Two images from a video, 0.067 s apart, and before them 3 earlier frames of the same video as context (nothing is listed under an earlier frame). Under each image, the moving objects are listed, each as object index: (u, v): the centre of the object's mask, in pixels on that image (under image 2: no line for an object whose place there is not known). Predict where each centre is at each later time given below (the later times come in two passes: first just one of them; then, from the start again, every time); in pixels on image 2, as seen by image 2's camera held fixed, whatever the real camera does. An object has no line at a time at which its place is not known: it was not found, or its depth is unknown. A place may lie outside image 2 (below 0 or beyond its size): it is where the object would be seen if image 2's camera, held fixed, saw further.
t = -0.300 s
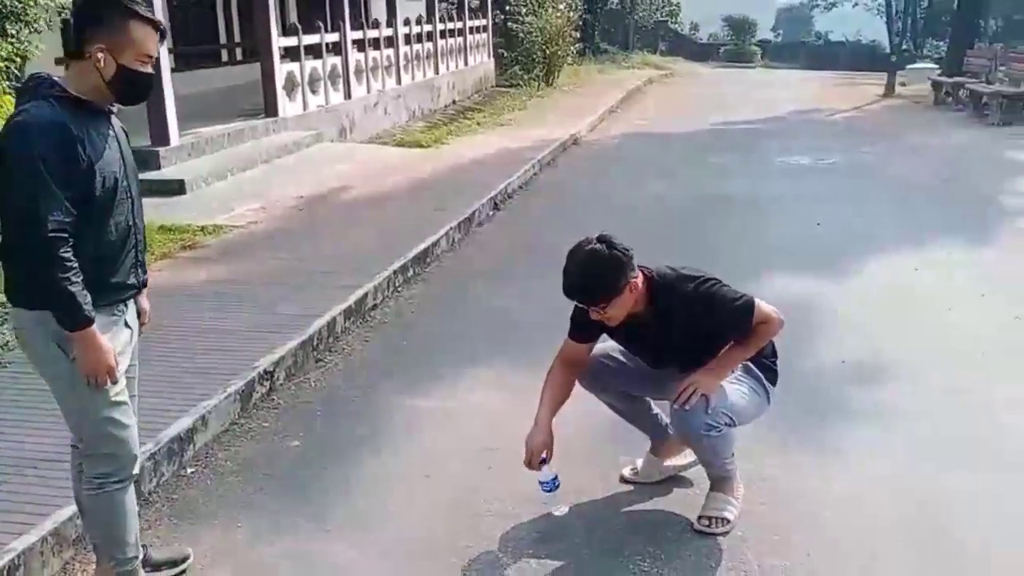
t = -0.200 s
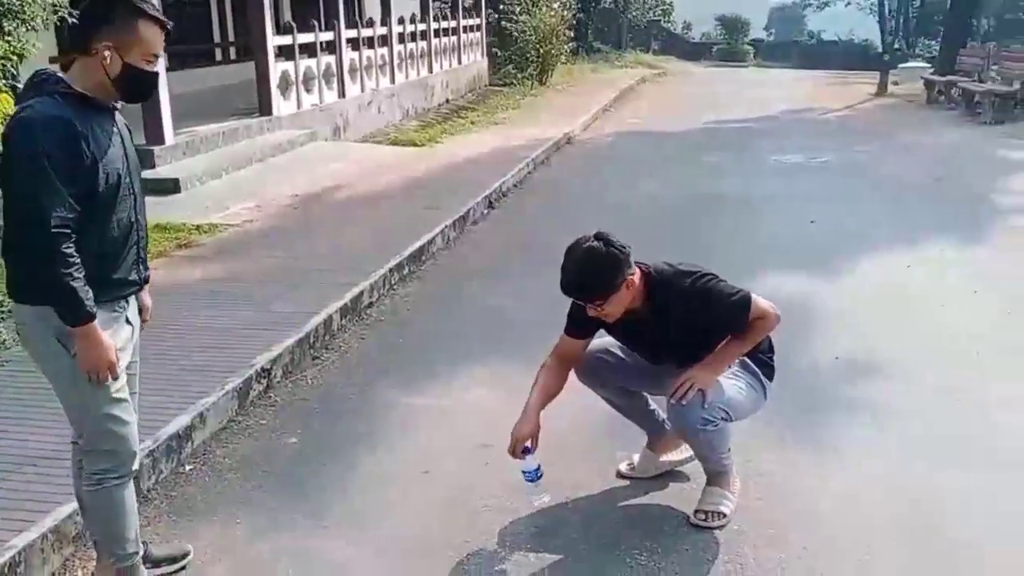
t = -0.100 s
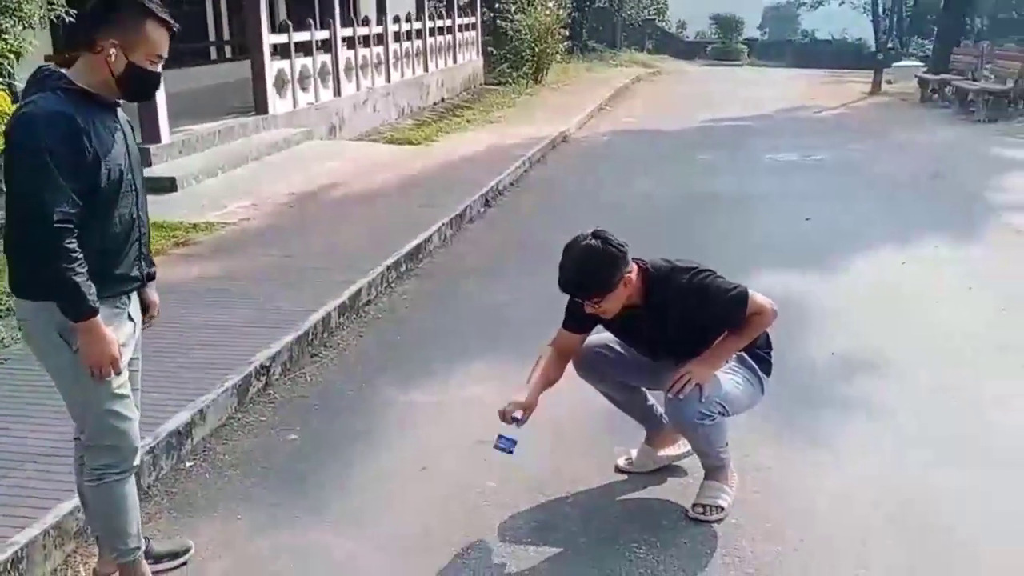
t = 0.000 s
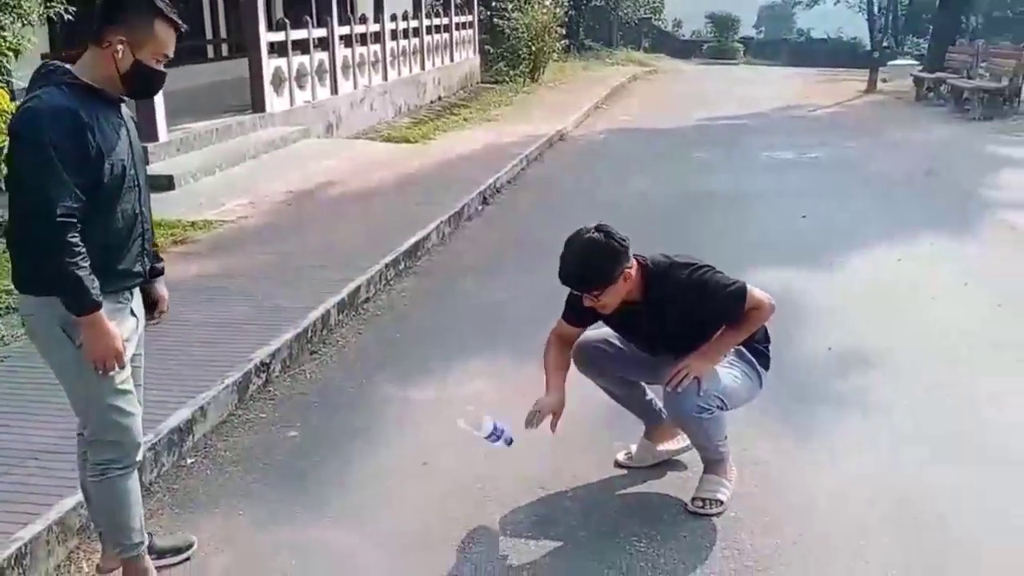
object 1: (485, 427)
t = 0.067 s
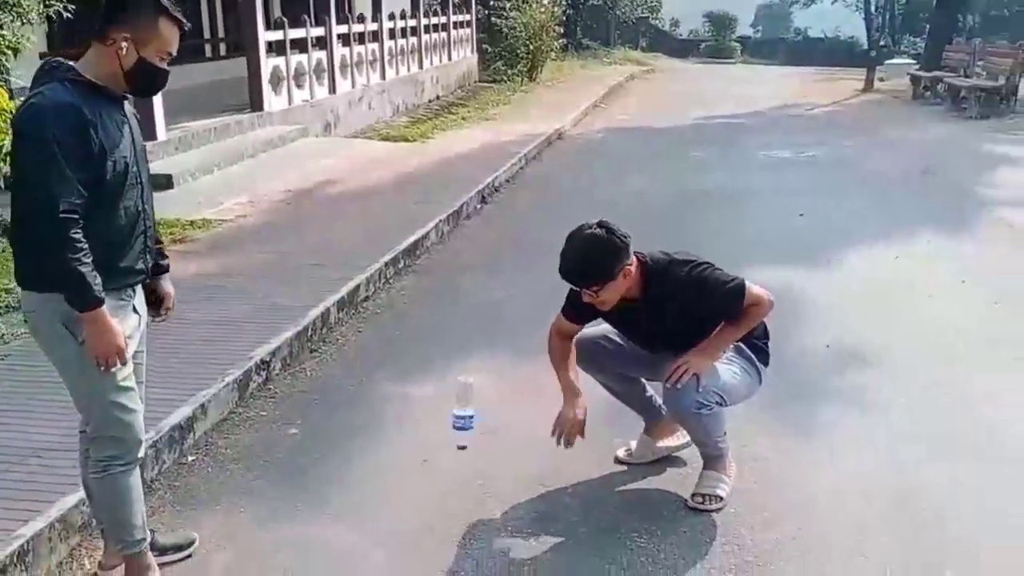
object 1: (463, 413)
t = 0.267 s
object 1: (428, 426)
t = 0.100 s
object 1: (455, 405)
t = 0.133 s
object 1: (447, 401)
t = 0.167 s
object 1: (443, 400)
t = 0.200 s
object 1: (437, 405)
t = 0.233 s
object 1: (432, 413)
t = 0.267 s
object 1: (428, 426)
